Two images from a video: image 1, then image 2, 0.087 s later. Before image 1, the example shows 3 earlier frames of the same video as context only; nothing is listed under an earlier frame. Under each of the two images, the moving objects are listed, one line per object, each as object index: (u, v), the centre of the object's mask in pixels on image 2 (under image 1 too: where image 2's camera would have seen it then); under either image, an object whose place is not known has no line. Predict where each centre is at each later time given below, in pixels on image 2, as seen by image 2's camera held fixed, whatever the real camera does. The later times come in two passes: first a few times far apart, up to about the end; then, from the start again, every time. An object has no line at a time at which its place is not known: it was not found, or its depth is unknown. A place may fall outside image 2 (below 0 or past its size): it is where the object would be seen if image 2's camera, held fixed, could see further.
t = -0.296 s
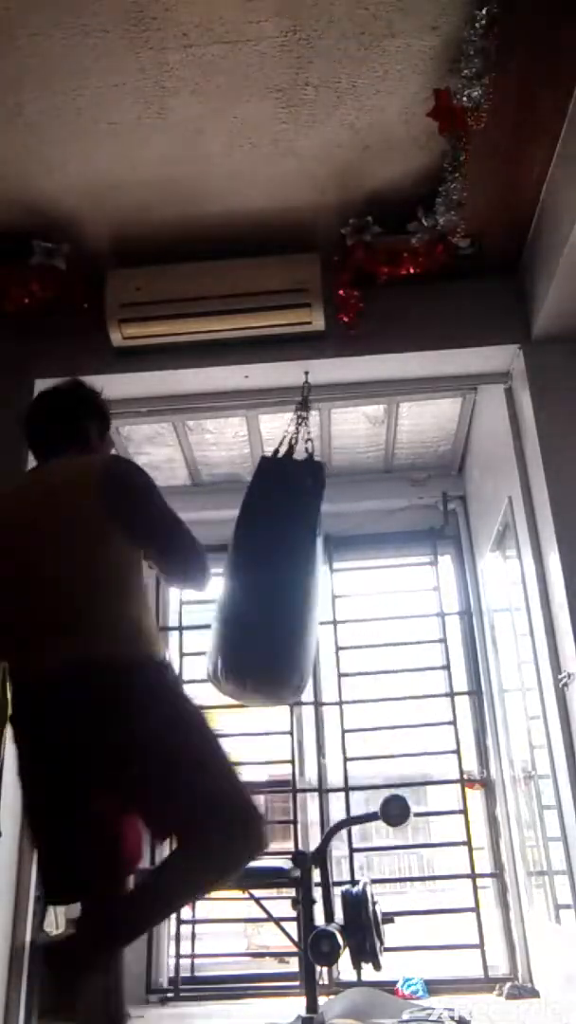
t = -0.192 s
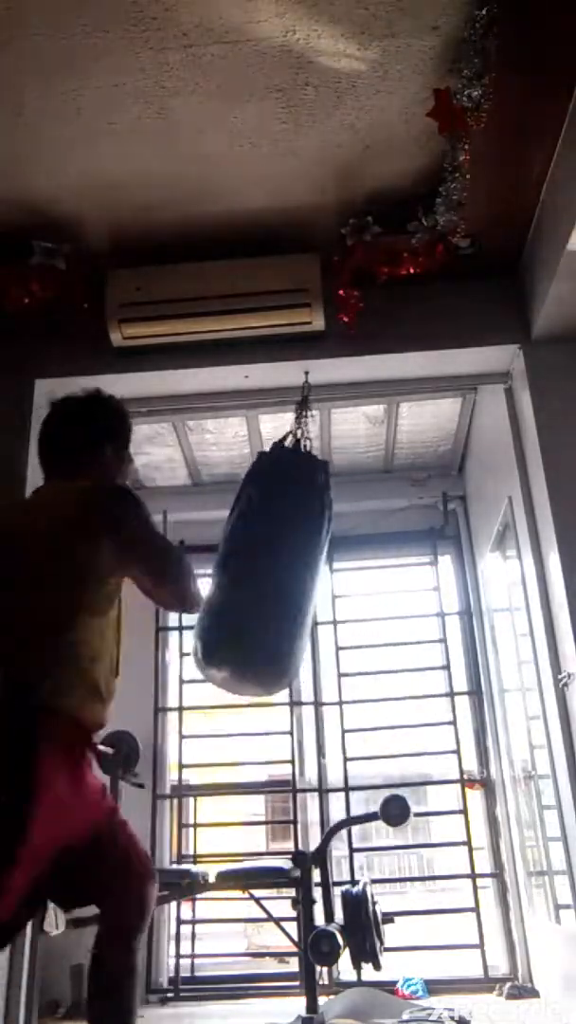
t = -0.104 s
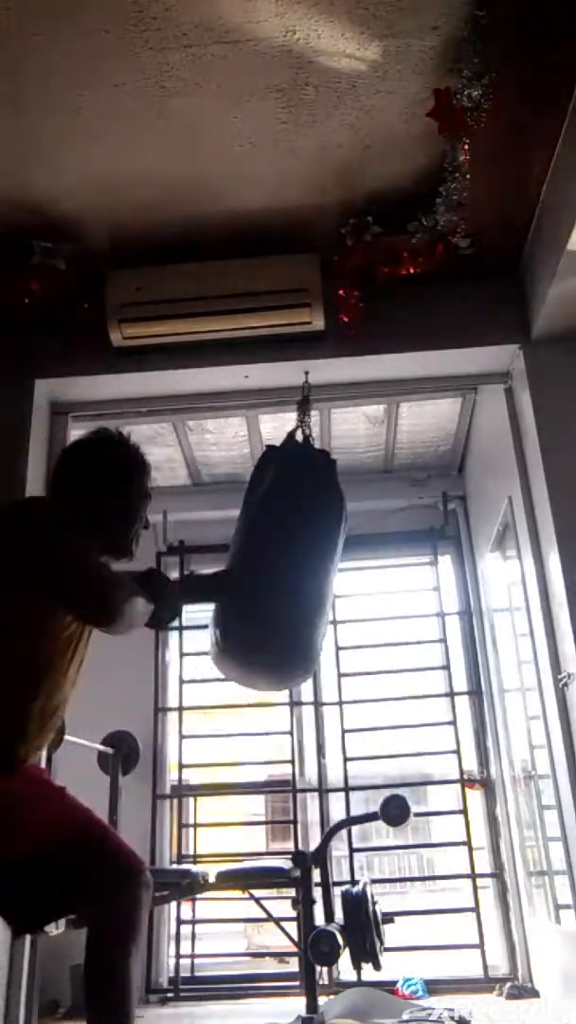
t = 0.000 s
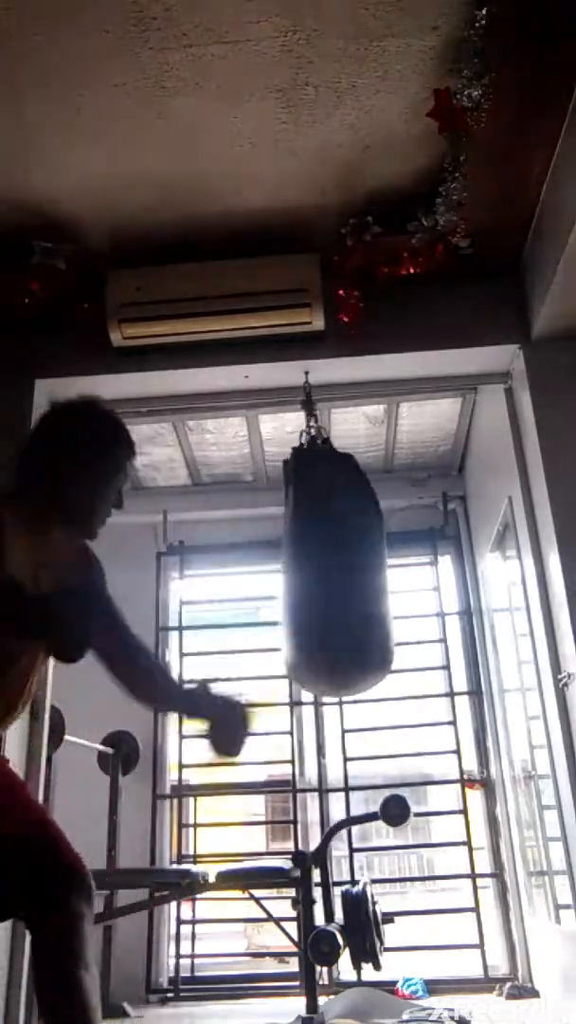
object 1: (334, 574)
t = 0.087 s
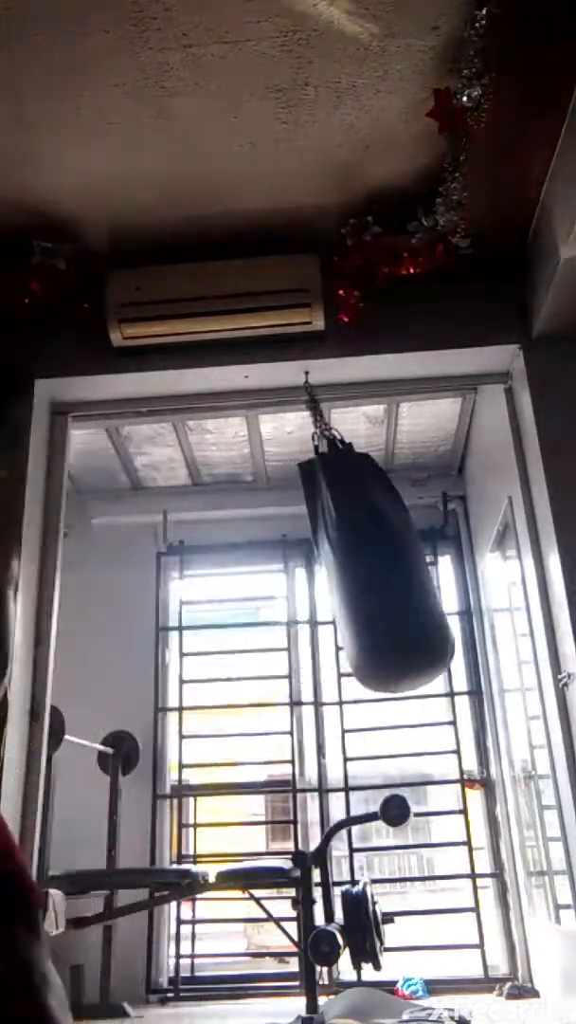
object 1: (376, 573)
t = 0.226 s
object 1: (391, 571)
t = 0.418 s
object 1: (336, 587)
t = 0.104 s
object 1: (380, 572)
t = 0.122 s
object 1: (384, 572)
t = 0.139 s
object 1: (387, 571)
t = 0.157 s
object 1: (389, 571)
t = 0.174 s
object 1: (391, 571)
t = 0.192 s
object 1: (391, 571)
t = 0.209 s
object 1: (391, 571)
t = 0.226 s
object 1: (391, 571)
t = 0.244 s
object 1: (389, 571)
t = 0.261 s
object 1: (387, 573)
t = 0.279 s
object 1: (384, 574)
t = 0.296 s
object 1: (380, 575)
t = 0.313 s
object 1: (376, 577)
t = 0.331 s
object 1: (372, 580)
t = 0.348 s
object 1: (366, 581)
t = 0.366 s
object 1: (359, 584)
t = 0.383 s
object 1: (353, 585)
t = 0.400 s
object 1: (344, 586)
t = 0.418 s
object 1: (336, 587)
